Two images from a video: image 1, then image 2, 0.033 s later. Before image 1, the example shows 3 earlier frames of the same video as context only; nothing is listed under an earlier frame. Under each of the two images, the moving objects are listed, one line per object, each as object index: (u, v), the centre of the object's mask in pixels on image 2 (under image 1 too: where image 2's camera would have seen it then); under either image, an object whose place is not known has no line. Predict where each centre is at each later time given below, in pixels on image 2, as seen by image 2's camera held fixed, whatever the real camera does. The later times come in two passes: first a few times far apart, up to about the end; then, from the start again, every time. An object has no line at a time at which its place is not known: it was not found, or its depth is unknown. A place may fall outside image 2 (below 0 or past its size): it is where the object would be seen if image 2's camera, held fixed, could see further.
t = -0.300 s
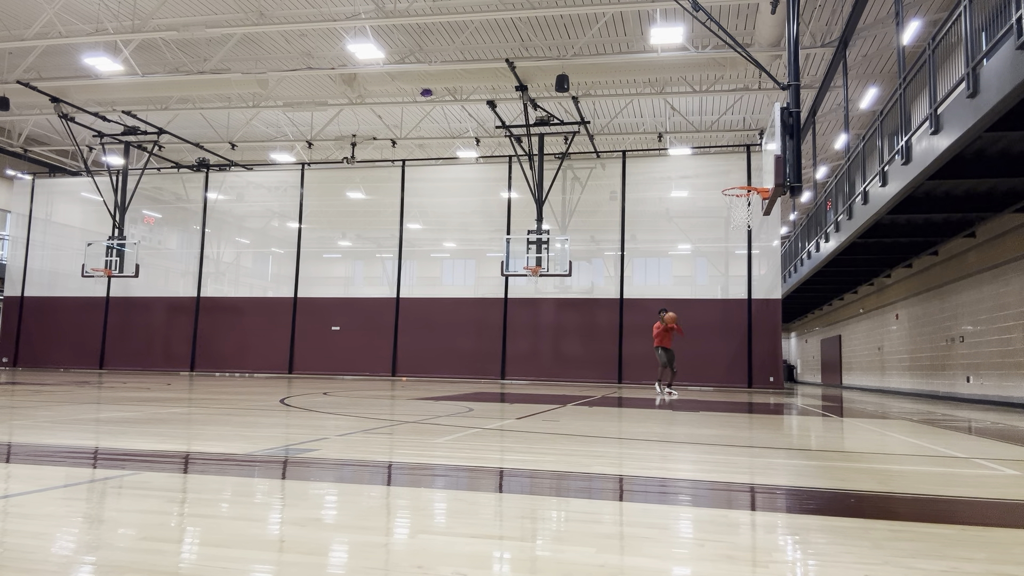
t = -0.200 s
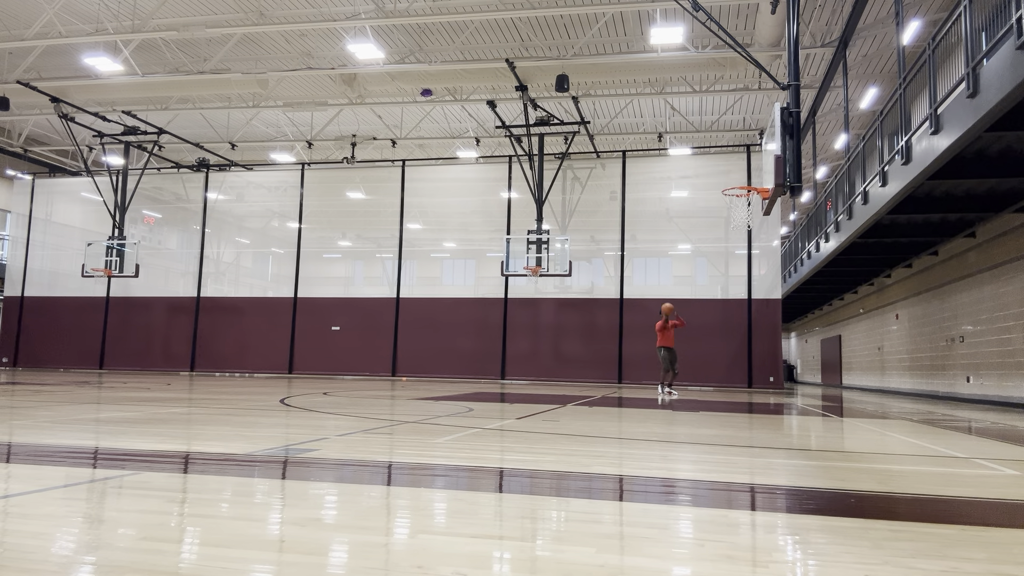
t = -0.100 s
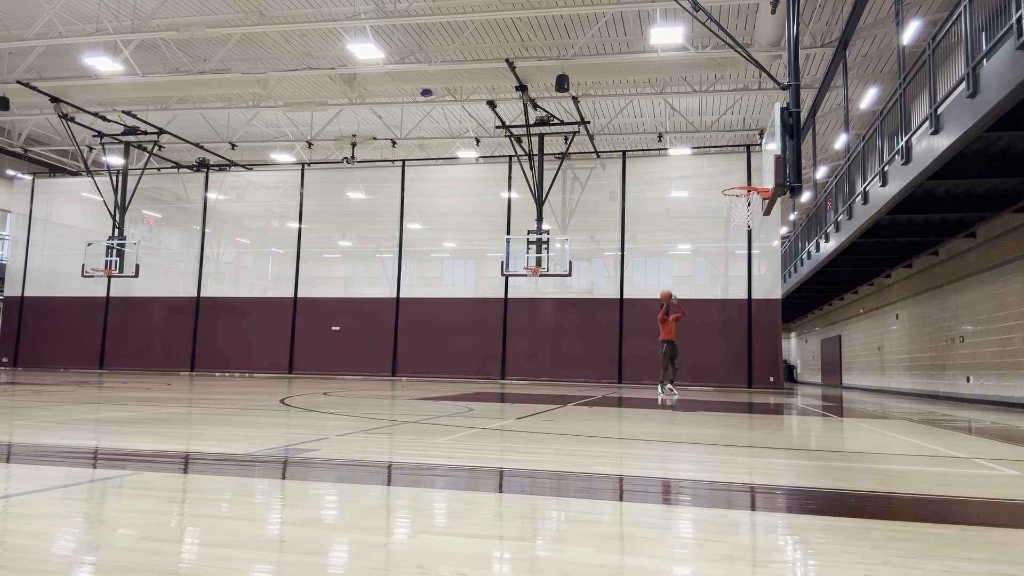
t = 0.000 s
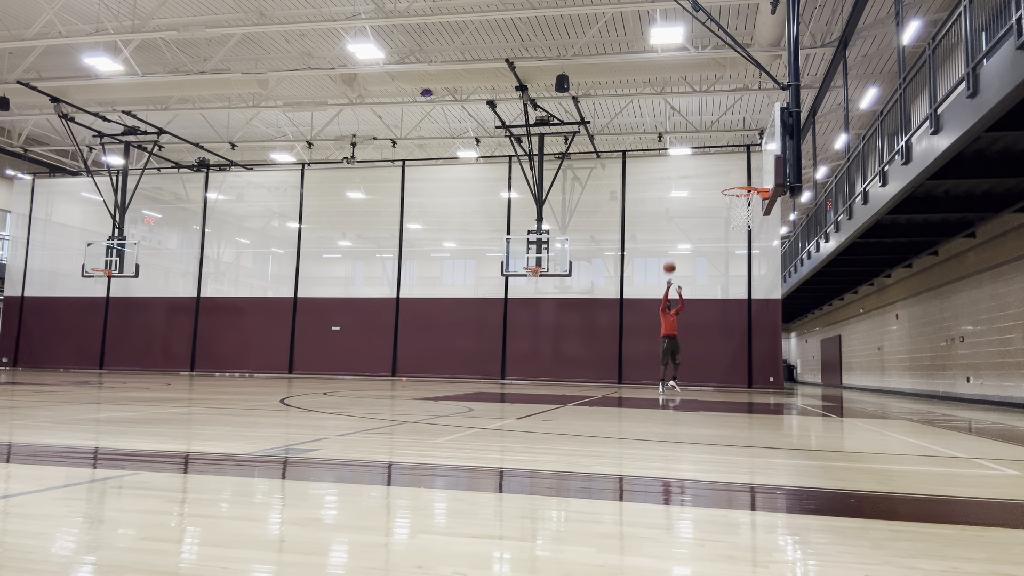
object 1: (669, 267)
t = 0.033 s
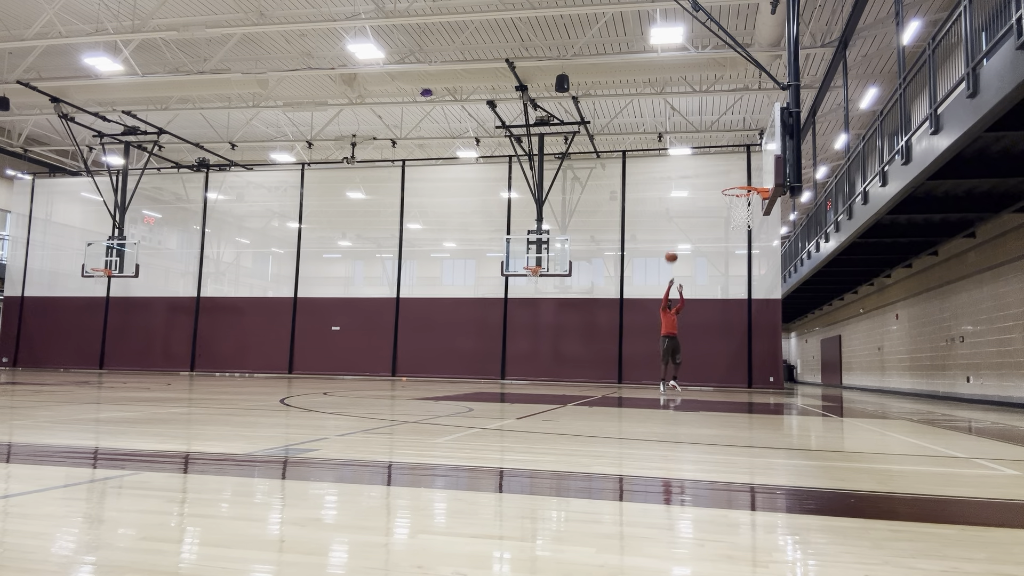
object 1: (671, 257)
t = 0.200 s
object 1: (681, 210)
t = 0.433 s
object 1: (697, 165)
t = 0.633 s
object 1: (712, 148)
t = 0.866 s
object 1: (731, 158)
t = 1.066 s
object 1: (745, 196)
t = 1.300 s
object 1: (722, 249)
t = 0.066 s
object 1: (673, 246)
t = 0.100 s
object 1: (675, 237)
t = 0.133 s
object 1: (677, 227)
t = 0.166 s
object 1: (679, 218)
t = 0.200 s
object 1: (681, 210)
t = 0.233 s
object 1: (683, 202)
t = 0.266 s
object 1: (686, 195)
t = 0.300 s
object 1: (688, 187)
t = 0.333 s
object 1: (690, 181)
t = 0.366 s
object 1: (692, 175)
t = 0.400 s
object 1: (695, 170)
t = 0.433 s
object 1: (697, 165)
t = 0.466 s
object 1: (700, 161)
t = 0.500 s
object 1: (702, 157)
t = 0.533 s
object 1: (704, 154)
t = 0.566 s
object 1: (707, 151)
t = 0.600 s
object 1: (709, 149)
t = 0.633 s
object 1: (712, 148)
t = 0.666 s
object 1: (714, 147)
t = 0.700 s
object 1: (717, 148)
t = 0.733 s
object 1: (720, 148)
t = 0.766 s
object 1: (722, 149)
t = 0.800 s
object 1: (725, 151)
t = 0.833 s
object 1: (728, 154)
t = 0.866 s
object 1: (731, 158)
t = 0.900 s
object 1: (733, 162)
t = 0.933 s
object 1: (736, 167)
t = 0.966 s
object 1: (739, 173)
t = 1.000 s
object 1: (743, 179)
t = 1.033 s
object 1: (745, 188)
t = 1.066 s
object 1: (745, 196)
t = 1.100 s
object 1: (742, 203)
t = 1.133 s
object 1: (736, 214)
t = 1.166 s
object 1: (733, 220)
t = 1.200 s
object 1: (730, 226)
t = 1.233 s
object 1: (727, 233)
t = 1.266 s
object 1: (724, 241)
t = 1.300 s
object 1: (722, 249)
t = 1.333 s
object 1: (718, 259)
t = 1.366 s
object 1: (716, 269)
